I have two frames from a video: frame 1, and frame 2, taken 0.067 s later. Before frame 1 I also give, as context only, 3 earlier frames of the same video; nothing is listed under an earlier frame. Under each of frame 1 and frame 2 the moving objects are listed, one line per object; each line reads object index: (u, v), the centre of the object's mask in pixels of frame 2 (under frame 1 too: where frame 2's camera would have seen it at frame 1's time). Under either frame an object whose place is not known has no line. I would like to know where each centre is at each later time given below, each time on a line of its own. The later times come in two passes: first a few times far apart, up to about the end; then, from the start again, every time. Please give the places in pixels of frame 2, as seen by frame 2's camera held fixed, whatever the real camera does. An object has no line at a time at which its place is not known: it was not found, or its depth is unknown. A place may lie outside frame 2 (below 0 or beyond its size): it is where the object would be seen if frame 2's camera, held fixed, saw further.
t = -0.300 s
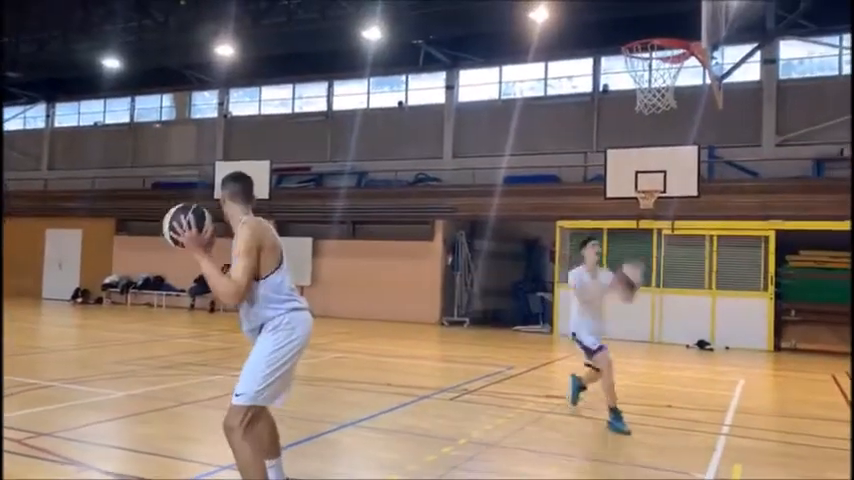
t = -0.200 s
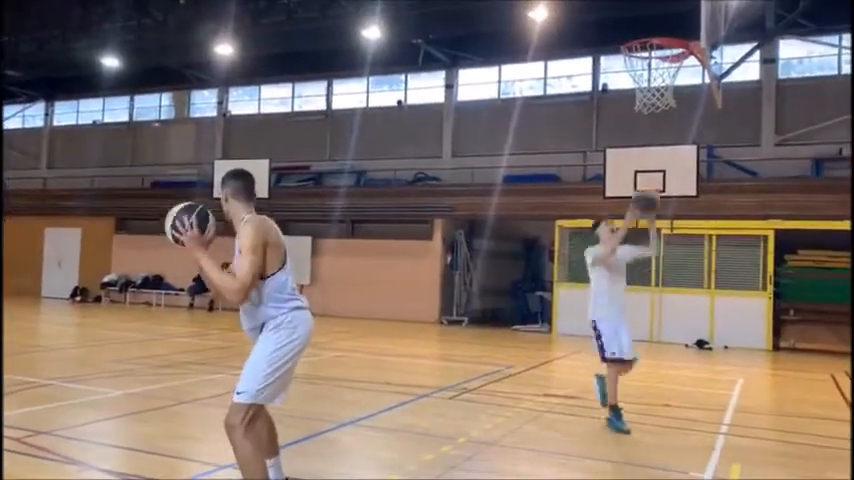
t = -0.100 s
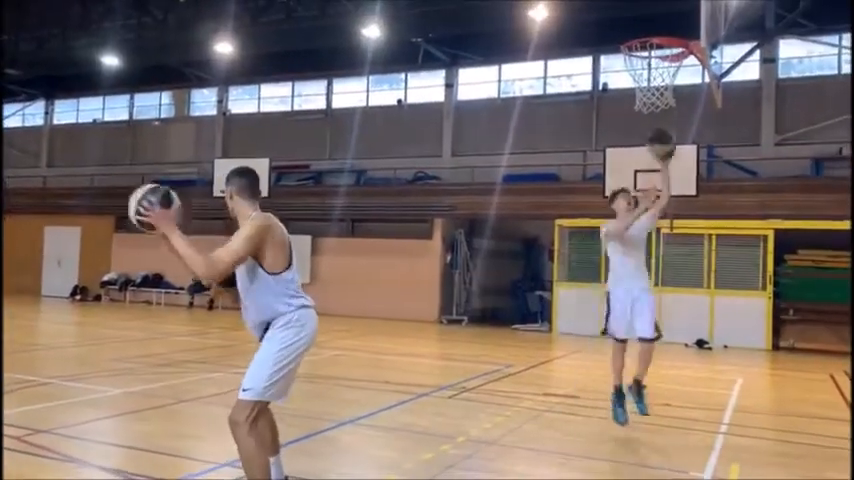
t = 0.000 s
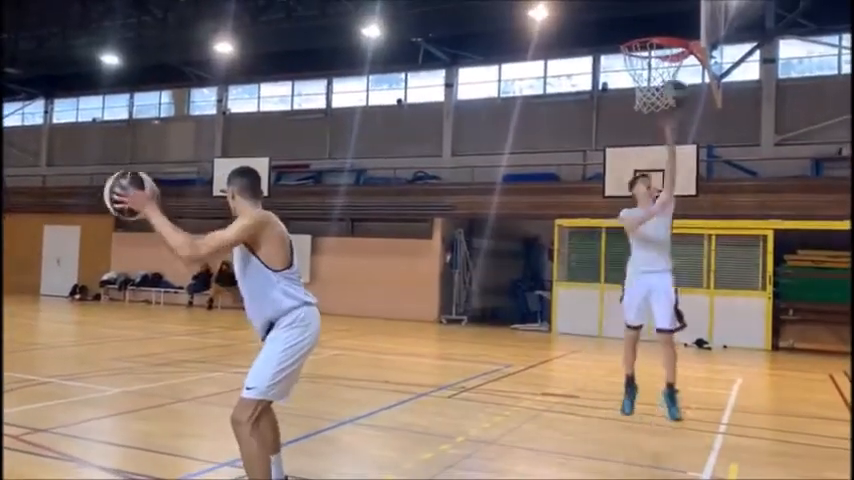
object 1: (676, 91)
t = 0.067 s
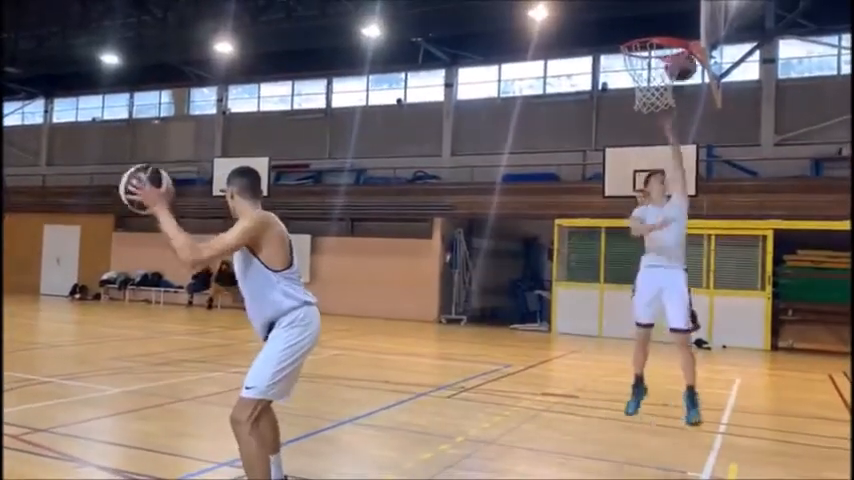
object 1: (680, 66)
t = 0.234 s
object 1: (689, 26)
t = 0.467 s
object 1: (670, 26)
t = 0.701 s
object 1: (639, 93)
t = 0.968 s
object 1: (628, 203)
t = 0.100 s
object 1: (683, 58)
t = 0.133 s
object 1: (688, 43)
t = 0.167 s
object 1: (689, 29)
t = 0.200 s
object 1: (689, 27)
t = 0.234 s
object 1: (689, 26)
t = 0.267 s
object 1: (687, 26)
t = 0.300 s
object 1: (685, 23)
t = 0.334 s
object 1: (681, 22)
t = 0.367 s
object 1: (676, 21)
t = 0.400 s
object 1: (673, 22)
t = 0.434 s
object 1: (672, 23)
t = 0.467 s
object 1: (670, 26)
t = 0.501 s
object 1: (665, 38)
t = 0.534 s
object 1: (662, 48)
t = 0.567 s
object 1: (656, 59)
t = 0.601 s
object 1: (648, 68)
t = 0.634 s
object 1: (645, 79)
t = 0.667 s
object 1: (642, 86)
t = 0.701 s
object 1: (639, 93)
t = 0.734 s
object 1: (639, 102)
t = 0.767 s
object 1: (638, 110)
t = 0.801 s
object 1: (634, 126)
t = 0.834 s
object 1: (630, 138)
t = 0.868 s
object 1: (630, 152)
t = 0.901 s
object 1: (627, 169)
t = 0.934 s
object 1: (626, 184)
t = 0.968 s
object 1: (628, 203)
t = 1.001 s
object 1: (622, 226)
